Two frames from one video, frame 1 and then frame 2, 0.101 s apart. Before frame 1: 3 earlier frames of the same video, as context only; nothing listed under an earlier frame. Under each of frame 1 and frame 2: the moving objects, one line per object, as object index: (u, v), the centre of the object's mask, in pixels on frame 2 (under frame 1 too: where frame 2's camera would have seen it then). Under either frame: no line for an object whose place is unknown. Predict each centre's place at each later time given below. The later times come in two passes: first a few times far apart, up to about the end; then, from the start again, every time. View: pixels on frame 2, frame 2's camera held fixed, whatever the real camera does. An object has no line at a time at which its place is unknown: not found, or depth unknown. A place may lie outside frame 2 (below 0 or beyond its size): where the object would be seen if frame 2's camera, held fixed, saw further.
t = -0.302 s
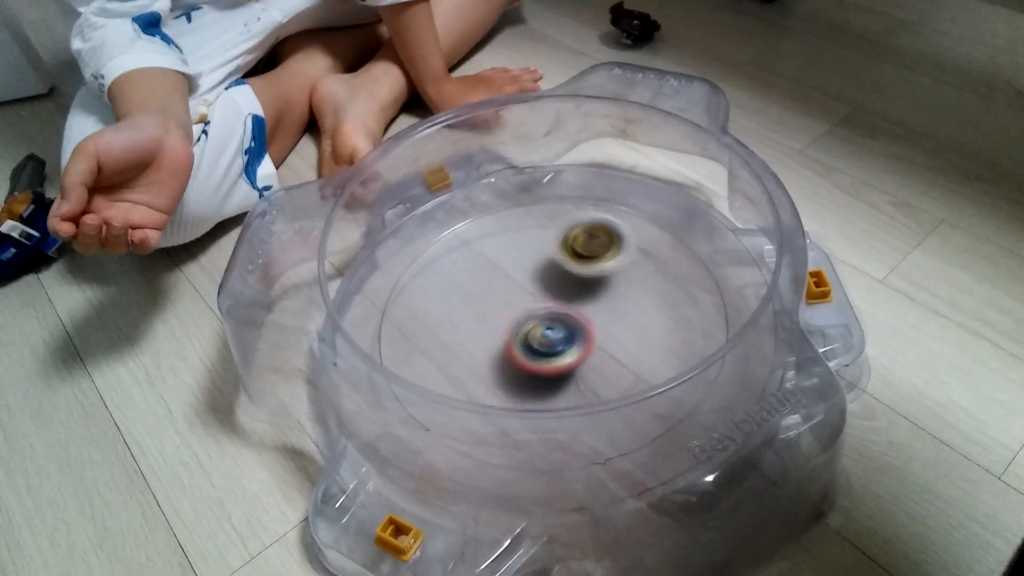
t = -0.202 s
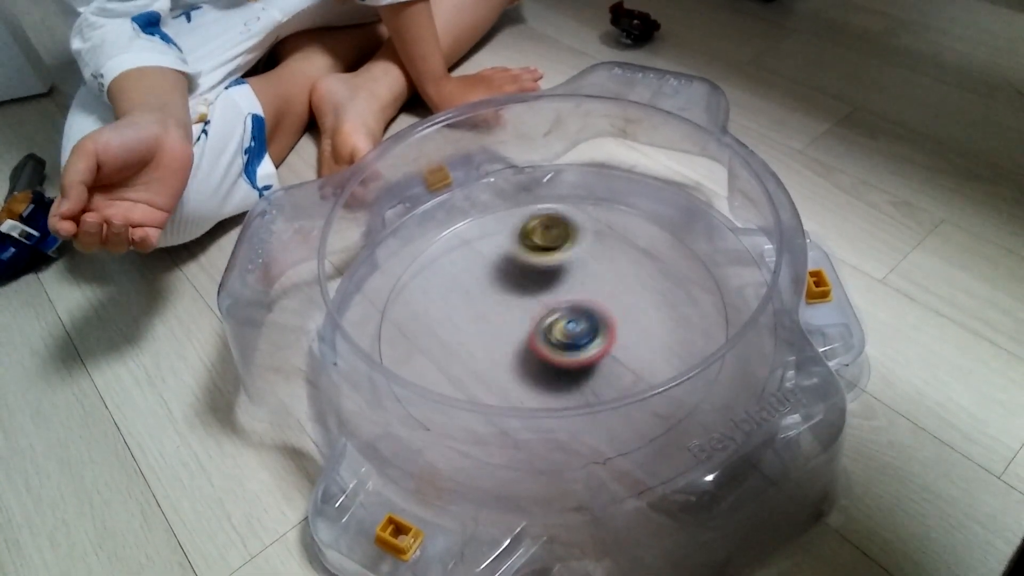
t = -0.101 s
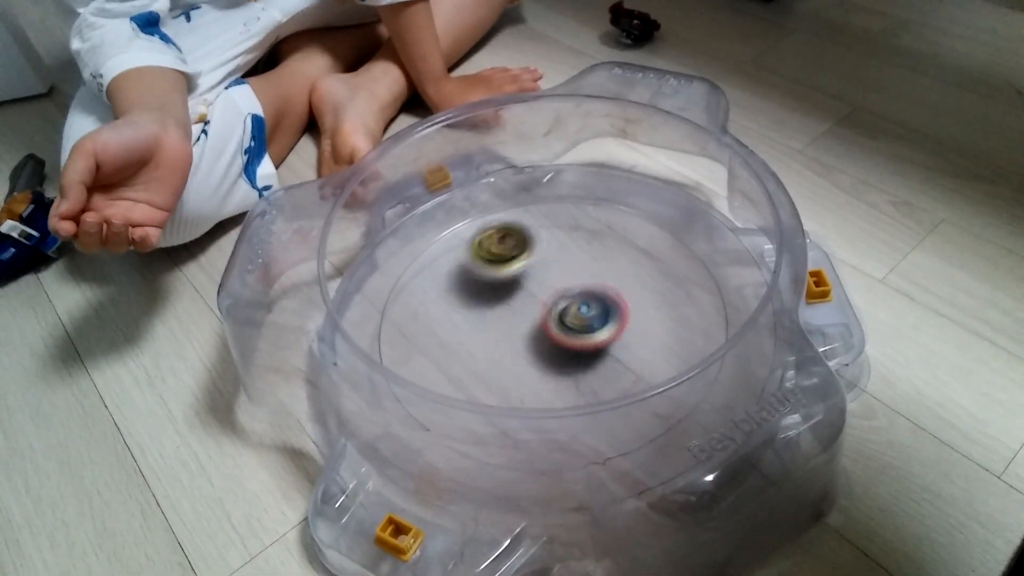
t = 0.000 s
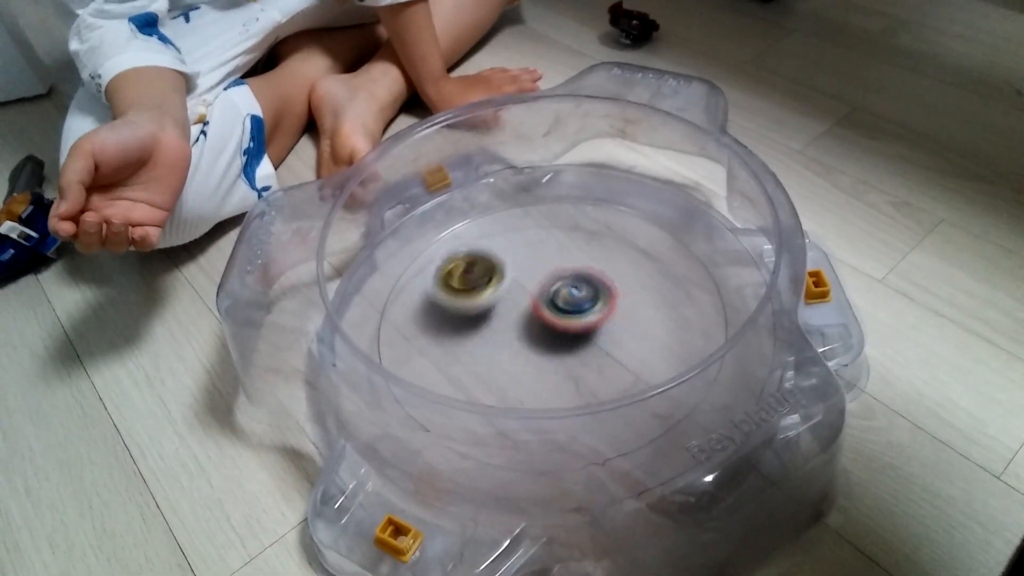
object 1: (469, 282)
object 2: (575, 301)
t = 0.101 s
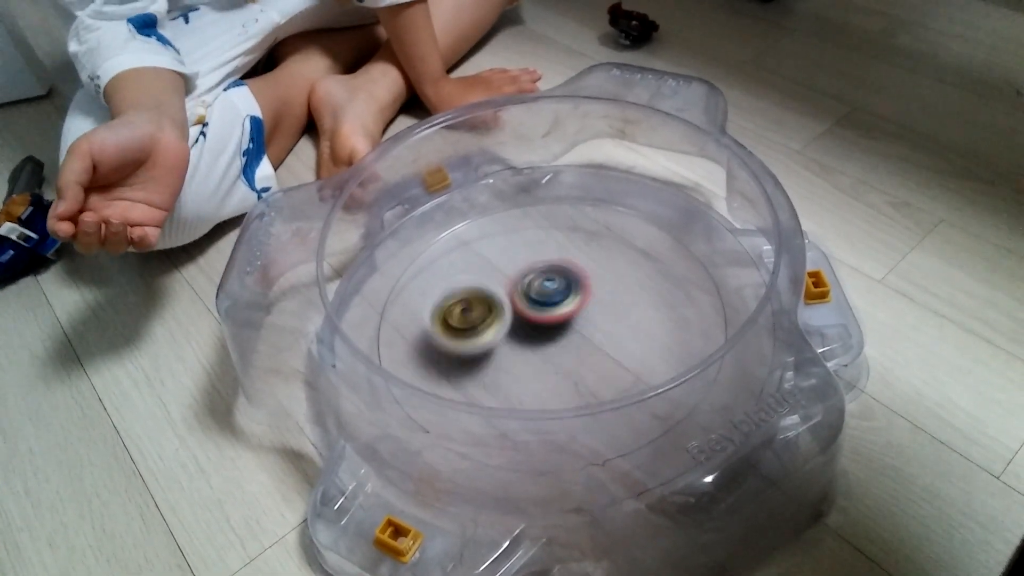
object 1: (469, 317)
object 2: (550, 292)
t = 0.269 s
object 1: (465, 377)
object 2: (562, 285)
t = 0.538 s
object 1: (582, 367)
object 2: (559, 294)
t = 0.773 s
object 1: (636, 322)
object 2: (543, 266)
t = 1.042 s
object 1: (570, 313)
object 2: (485, 297)
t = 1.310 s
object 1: (613, 342)
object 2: (477, 339)
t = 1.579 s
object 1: (625, 293)
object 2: (508, 319)
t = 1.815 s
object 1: (609, 288)
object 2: (466, 287)
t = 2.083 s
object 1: (666, 287)
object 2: (446, 290)
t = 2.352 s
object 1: (619, 308)
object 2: (518, 290)
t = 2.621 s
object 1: (617, 382)
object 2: (545, 246)
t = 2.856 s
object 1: (590, 404)
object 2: (574, 250)
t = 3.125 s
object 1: (527, 379)
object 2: (598, 285)
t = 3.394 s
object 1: (487, 332)
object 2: (610, 323)
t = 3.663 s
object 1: (482, 282)
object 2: (607, 350)
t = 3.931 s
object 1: (509, 244)
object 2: (569, 346)
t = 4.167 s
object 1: (552, 239)
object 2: (525, 331)
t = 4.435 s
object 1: (597, 267)
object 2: (486, 315)
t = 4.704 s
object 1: (617, 311)
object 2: (486, 301)
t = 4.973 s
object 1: (604, 355)
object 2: (521, 288)
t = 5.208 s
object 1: (565, 370)
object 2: (550, 277)
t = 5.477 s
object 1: (514, 348)
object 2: (575, 281)
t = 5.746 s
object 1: (484, 311)
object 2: (587, 301)
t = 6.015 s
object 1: (491, 274)
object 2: (582, 320)
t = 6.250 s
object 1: (520, 257)
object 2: (569, 333)
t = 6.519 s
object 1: (565, 262)
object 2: (540, 335)
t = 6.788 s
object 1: (601, 271)
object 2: (517, 353)
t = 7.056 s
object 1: (607, 307)
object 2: (514, 338)
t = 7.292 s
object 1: (596, 338)
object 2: (500, 315)
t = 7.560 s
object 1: (557, 351)
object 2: (504, 292)
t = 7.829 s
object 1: (515, 368)
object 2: (527, 263)
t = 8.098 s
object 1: (494, 349)
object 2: (554, 274)
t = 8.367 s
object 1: (464, 320)
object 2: (618, 314)
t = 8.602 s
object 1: (481, 313)
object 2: (644, 326)
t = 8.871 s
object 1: (544, 287)
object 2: (601, 326)
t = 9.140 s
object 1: (554, 259)
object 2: (554, 341)
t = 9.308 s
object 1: (541, 270)
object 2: (539, 341)
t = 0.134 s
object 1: (460, 330)
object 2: (550, 291)
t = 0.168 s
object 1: (453, 342)
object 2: (556, 288)
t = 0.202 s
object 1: (452, 355)
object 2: (560, 287)
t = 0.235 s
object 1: (456, 367)
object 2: (562, 286)
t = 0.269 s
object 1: (465, 377)
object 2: (562, 285)
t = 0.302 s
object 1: (478, 385)
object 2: (563, 285)
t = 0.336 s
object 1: (492, 391)
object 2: (563, 285)
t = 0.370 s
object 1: (511, 393)
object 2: (563, 284)
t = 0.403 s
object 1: (526, 394)
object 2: (562, 286)
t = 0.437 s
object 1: (540, 392)
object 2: (561, 287)
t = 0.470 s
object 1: (555, 380)
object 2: (560, 290)
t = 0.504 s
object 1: (569, 375)
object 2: (559, 292)
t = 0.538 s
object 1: (582, 367)
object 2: (559, 294)
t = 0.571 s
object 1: (590, 358)
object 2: (560, 296)
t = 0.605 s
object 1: (600, 354)
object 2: (561, 292)
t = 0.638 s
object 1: (612, 354)
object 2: (561, 283)
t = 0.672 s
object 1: (622, 349)
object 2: (559, 277)
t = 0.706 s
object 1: (632, 341)
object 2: (555, 272)
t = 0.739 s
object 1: (636, 332)
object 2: (550, 268)
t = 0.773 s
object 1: (636, 322)
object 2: (543, 266)
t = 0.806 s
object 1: (630, 313)
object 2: (536, 267)
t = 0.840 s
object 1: (621, 305)
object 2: (529, 270)
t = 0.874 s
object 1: (608, 300)
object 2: (523, 276)
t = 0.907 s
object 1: (600, 299)
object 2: (514, 278)
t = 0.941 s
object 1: (595, 301)
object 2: (503, 280)
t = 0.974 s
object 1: (586, 304)
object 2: (495, 285)
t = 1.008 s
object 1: (576, 308)
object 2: (490, 292)
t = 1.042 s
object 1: (570, 313)
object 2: (485, 297)
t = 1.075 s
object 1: (572, 321)
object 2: (474, 299)
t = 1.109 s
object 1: (574, 329)
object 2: (465, 303)
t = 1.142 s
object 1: (578, 335)
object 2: (461, 307)
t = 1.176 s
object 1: (583, 340)
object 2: (458, 314)
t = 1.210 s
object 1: (592, 343)
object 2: (459, 321)
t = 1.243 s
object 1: (597, 345)
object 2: (462, 328)
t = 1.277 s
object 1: (606, 345)
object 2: (468, 335)
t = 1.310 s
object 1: (613, 342)
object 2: (477, 339)
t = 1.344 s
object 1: (618, 337)
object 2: (487, 342)
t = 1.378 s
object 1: (617, 331)
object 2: (498, 344)
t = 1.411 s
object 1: (611, 325)
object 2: (510, 344)
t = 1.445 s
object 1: (609, 320)
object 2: (518, 340)
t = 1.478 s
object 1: (619, 314)
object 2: (513, 335)
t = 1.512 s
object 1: (625, 307)
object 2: (510, 329)
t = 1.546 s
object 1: (627, 300)
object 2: (509, 324)
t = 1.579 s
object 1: (625, 293)
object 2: (508, 319)
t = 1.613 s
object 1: (620, 287)
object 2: (508, 314)
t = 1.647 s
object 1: (613, 283)
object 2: (507, 309)
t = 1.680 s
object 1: (604, 280)
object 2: (506, 305)
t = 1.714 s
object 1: (592, 280)
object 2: (504, 302)
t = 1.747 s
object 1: (585, 282)
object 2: (501, 299)
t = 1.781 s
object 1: (595, 285)
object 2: (480, 292)
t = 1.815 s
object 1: (609, 288)
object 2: (466, 287)
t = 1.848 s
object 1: (620, 289)
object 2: (457, 283)
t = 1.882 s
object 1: (628, 289)
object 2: (451, 280)
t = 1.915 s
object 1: (637, 289)
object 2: (446, 279)
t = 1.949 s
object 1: (644, 289)
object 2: (442, 279)
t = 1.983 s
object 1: (651, 289)
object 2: (440, 280)
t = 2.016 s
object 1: (657, 289)
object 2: (440, 283)
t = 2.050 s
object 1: (663, 288)
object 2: (441, 286)
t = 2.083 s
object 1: (666, 287)
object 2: (446, 290)
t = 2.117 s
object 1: (668, 286)
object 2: (453, 292)
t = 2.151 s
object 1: (667, 284)
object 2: (462, 294)
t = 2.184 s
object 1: (662, 284)
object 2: (472, 295)
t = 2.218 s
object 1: (655, 286)
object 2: (481, 296)
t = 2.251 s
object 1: (646, 290)
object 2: (491, 295)
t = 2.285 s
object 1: (637, 296)
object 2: (500, 294)
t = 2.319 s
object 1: (627, 302)
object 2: (509, 292)
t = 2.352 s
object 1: (619, 308)
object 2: (518, 290)
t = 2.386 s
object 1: (610, 315)
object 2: (526, 288)
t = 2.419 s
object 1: (601, 326)
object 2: (533, 284)
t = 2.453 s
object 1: (605, 344)
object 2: (533, 274)
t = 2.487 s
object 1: (608, 359)
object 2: (533, 263)
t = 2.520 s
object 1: (612, 369)
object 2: (534, 255)
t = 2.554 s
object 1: (614, 372)
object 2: (537, 251)
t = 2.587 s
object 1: (616, 374)
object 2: (541, 248)
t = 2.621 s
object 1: (617, 382)
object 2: (545, 246)
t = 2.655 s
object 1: (616, 387)
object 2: (550, 245)
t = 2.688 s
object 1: (614, 391)
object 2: (553, 246)
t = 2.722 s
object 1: (611, 394)
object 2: (558, 245)
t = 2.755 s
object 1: (607, 398)
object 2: (562, 245)
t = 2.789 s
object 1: (602, 400)
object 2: (566, 246)
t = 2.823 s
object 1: (597, 402)
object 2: (570, 247)
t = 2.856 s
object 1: (590, 404)
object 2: (574, 250)
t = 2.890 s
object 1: (581, 404)
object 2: (578, 254)
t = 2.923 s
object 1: (573, 403)
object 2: (581, 257)
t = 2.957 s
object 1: (564, 401)
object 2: (585, 262)
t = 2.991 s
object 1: (557, 398)
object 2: (588, 266)
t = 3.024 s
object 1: (549, 395)
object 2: (591, 271)
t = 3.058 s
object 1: (542, 387)
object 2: (593, 275)
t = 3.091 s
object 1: (533, 384)
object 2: (596, 281)
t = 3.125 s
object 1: (527, 379)
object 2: (598, 285)
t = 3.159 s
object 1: (520, 375)
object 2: (601, 290)
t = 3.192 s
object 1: (515, 369)
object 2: (603, 295)
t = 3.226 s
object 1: (509, 364)
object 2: (604, 300)
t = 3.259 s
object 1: (503, 359)
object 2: (606, 304)
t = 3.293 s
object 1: (499, 352)
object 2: (608, 309)
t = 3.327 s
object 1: (494, 345)
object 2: (609, 314)
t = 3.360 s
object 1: (490, 339)
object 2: (609, 318)
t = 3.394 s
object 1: (487, 332)
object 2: (610, 323)
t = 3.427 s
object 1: (483, 324)
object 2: (610, 327)
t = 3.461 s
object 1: (482, 317)
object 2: (611, 331)
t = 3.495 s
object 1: (481, 312)
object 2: (611, 335)
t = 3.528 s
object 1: (480, 305)
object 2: (611, 338)
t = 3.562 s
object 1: (480, 300)
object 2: (610, 342)
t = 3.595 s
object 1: (480, 294)
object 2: (610, 346)
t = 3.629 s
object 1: (481, 288)
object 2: (608, 348)
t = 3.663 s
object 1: (482, 282)
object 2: (607, 350)
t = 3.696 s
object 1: (484, 276)
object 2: (605, 352)
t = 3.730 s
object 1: (486, 271)
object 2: (602, 353)
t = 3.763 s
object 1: (489, 266)
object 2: (597, 353)
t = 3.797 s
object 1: (492, 261)
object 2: (593, 352)
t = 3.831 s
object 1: (496, 257)
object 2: (587, 351)
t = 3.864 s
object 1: (501, 252)
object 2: (582, 349)
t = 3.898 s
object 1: (505, 247)
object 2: (576, 348)
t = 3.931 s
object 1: (509, 244)
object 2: (569, 346)
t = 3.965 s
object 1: (515, 242)
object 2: (564, 344)
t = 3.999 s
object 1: (521, 240)
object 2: (557, 343)
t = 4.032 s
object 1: (528, 238)
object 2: (551, 340)
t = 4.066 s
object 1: (533, 238)
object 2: (544, 338)
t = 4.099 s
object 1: (540, 238)
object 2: (537, 336)
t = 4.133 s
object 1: (546, 238)
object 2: (531, 333)
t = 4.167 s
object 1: (552, 239)
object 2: (525, 331)
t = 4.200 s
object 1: (559, 241)
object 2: (519, 329)
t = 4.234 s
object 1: (565, 243)
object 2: (513, 327)
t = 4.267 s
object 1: (570, 246)
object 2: (508, 324)
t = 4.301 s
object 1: (576, 249)
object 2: (502, 322)
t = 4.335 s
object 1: (581, 252)
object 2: (498, 320)
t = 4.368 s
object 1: (587, 257)
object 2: (493, 318)
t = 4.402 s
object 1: (592, 262)
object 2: (489, 316)
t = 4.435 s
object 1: (597, 267)
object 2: (486, 315)
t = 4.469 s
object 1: (601, 271)
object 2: (483, 313)
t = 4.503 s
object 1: (605, 276)
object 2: (480, 311)
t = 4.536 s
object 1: (609, 282)
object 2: (479, 309)
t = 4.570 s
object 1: (612, 287)
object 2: (478, 307)
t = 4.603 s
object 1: (614, 293)
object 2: (479, 305)
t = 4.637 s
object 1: (615, 299)
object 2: (480, 304)
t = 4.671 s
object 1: (616, 305)
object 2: (483, 302)
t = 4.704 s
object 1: (617, 311)
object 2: (486, 301)
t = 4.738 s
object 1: (617, 317)
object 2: (489, 299)
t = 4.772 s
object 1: (616, 322)
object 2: (494, 297)
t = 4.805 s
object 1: (615, 328)
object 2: (498, 296)
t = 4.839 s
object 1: (613, 334)
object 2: (502, 294)
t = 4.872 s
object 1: (611, 339)
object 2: (508, 292)
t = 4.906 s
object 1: (609, 346)
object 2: (512, 291)
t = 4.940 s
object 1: (607, 351)
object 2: (516, 290)
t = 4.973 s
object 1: (604, 355)
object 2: (521, 288)
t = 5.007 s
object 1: (601, 358)
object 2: (525, 286)
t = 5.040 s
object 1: (596, 362)
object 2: (529, 284)
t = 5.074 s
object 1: (590, 364)
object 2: (534, 283)
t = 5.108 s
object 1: (584, 367)
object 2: (538, 281)
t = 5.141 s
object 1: (579, 368)
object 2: (542, 279)
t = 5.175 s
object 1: (571, 370)
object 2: (546, 277)
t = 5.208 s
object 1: (565, 370)
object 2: (550, 277)
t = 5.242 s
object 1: (559, 369)
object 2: (554, 276)
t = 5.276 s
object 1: (554, 367)
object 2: (557, 276)
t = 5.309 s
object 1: (547, 364)
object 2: (561, 276)
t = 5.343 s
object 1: (539, 361)
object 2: (564, 276)
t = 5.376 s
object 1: (532, 359)
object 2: (567, 277)
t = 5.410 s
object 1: (526, 356)
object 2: (570, 278)
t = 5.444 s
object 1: (519, 351)
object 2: (572, 280)
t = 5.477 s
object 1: (514, 348)
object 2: (575, 281)
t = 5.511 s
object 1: (509, 344)
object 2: (576, 284)
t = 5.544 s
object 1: (503, 339)
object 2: (578, 286)
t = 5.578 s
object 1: (499, 336)
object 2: (580, 289)
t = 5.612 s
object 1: (495, 331)
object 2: (581, 292)
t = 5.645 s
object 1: (492, 326)
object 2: (583, 294)
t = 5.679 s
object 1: (489, 321)
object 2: (585, 296)
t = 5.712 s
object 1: (486, 316)
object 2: (586, 299)
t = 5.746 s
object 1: (484, 311)
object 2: (587, 301)
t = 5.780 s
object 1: (483, 306)
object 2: (587, 303)
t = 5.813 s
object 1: (483, 301)
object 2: (587, 306)
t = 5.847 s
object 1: (483, 298)
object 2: (588, 308)
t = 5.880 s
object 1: (484, 292)
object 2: (587, 311)
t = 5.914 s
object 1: (484, 287)
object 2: (586, 313)
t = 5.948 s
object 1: (486, 284)
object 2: (585, 316)
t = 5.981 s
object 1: (488, 278)
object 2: (584, 318)
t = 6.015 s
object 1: (491, 274)
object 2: (582, 320)
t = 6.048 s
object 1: (495, 271)
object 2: (581, 323)
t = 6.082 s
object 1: (498, 268)
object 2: (579, 325)
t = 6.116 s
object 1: (502, 265)
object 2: (578, 327)
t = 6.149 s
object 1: (506, 263)
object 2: (575, 329)
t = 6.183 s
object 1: (510, 260)
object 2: (573, 330)
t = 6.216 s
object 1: (515, 258)
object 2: (571, 332)
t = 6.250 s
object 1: (520, 257)
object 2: (569, 333)
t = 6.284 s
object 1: (526, 257)
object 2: (567, 334)
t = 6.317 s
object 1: (531, 257)
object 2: (564, 334)
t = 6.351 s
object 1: (536, 258)
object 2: (561, 334)
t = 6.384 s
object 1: (542, 258)
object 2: (558, 333)
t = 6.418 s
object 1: (547, 259)
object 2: (555, 333)
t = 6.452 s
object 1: (552, 261)
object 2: (551, 332)
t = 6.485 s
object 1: (558, 262)
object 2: (547, 332)
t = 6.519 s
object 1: (565, 262)
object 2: (540, 335)
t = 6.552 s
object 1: (572, 259)
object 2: (535, 340)
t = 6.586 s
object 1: (579, 258)
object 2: (533, 343)
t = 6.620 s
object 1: (582, 259)
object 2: (530, 345)
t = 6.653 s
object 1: (588, 260)
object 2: (527, 348)
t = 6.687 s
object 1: (591, 262)
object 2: (524, 349)
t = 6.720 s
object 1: (595, 264)
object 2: (522, 351)
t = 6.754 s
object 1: (599, 267)
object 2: (519, 352)
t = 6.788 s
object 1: (601, 271)
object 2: (517, 353)
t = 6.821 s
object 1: (603, 274)
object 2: (515, 353)
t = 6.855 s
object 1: (606, 278)
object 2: (513, 353)
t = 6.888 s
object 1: (607, 282)
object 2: (512, 352)
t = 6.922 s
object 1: (608, 286)
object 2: (512, 350)
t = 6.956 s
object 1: (608, 292)
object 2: (512, 348)
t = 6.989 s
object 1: (608, 297)
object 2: (513, 345)
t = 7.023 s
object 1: (608, 301)
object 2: (513, 342)
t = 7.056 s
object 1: (607, 307)
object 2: (514, 338)
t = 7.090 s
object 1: (605, 312)
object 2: (514, 334)
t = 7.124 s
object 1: (603, 316)
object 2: (514, 331)
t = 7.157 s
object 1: (605, 321)
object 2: (510, 326)
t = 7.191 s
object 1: (603, 327)
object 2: (507, 323)
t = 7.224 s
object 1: (601, 330)
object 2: (504, 320)
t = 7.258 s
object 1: (598, 335)
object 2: (502, 317)
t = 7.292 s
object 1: (596, 338)
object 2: (500, 315)
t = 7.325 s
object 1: (592, 341)
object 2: (499, 312)
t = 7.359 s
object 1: (589, 345)
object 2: (498, 309)
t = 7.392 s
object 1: (584, 348)
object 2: (499, 306)
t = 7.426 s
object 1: (580, 349)
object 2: (498, 303)
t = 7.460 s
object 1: (574, 351)
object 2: (499, 300)
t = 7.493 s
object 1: (568, 352)
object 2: (501, 297)
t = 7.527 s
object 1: (563, 352)
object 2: (502, 295)
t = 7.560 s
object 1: (557, 351)
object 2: (504, 292)
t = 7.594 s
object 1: (550, 350)
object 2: (506, 290)
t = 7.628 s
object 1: (544, 349)
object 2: (509, 288)
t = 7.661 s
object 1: (537, 353)
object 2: (512, 283)
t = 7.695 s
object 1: (532, 362)
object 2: (516, 274)
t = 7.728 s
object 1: (528, 365)
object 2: (520, 269)
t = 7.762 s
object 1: (523, 367)
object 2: (522, 266)
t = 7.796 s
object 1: (518, 368)
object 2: (525, 264)
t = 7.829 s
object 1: (515, 368)
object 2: (527, 263)
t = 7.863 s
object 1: (510, 367)
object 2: (531, 262)
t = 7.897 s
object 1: (507, 367)
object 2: (535, 263)
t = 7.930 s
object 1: (503, 366)
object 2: (539, 264)
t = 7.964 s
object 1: (500, 363)
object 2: (542, 265)
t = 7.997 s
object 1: (497, 360)
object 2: (546, 267)
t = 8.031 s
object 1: (496, 357)
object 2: (549, 268)
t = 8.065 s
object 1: (494, 354)
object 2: (551, 271)
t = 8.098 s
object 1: (494, 349)
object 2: (554, 274)
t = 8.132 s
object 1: (493, 345)
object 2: (556, 278)
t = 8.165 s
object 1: (494, 342)
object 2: (558, 282)
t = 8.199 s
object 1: (495, 337)
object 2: (560, 286)
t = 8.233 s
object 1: (496, 333)
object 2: (563, 291)
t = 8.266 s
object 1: (482, 329)
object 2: (577, 294)
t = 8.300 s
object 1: (470, 325)
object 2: (597, 302)
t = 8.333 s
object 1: (464, 322)
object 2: (608, 308)
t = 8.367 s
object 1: (464, 320)
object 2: (618, 314)
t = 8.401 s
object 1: (464, 319)
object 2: (628, 320)
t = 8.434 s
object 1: (466, 317)
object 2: (634, 325)
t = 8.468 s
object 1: (468, 315)
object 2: (638, 326)
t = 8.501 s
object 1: (470, 314)
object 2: (641, 326)
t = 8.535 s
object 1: (473, 314)
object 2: (643, 326)
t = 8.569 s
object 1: (476, 314)
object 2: (644, 327)
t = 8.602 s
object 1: (481, 313)
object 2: (644, 326)
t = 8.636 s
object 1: (487, 312)
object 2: (643, 326)
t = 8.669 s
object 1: (495, 311)
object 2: (642, 326)
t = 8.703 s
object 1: (503, 309)
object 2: (638, 326)
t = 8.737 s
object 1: (513, 306)
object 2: (632, 327)
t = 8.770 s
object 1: (524, 302)
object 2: (625, 325)
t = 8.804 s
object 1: (532, 299)
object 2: (618, 324)
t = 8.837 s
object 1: (539, 294)
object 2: (608, 324)
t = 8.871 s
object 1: (544, 287)
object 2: (601, 326)
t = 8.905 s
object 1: (548, 279)
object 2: (594, 328)
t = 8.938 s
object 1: (551, 270)
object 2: (587, 330)
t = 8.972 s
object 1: (552, 262)
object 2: (580, 332)
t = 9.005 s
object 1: (553, 258)
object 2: (574, 333)
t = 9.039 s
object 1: (554, 255)
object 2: (567, 335)
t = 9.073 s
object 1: (554, 255)
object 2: (562, 337)
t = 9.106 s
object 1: (555, 255)
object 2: (557, 340)
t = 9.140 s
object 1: (554, 259)
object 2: (554, 341)
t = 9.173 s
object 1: (551, 262)
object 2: (549, 342)
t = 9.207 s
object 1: (548, 265)
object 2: (547, 342)
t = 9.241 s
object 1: (545, 267)
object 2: (543, 342)
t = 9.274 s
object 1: (543, 268)
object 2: (542, 342)
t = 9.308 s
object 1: (541, 270)
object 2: (539, 341)
